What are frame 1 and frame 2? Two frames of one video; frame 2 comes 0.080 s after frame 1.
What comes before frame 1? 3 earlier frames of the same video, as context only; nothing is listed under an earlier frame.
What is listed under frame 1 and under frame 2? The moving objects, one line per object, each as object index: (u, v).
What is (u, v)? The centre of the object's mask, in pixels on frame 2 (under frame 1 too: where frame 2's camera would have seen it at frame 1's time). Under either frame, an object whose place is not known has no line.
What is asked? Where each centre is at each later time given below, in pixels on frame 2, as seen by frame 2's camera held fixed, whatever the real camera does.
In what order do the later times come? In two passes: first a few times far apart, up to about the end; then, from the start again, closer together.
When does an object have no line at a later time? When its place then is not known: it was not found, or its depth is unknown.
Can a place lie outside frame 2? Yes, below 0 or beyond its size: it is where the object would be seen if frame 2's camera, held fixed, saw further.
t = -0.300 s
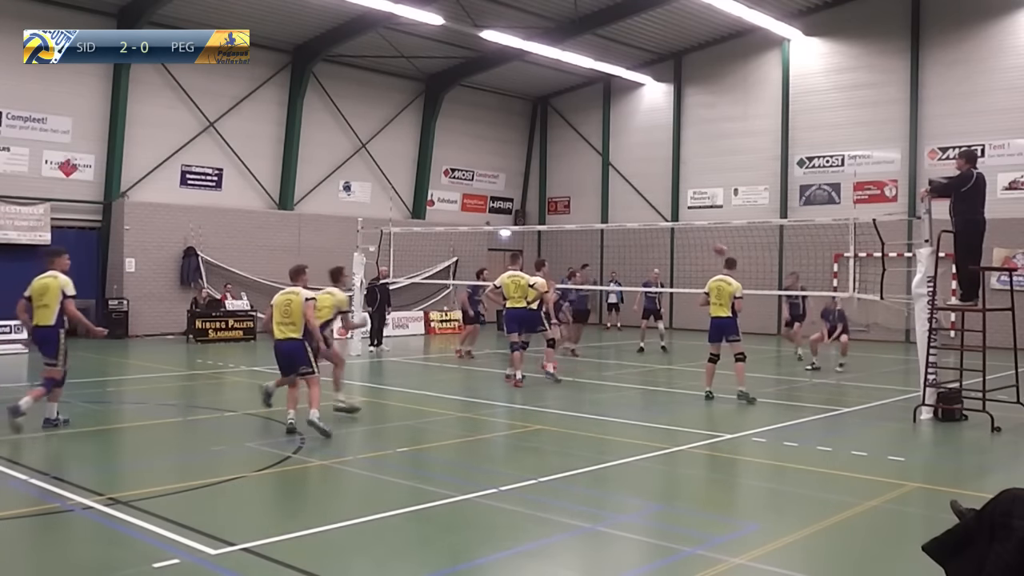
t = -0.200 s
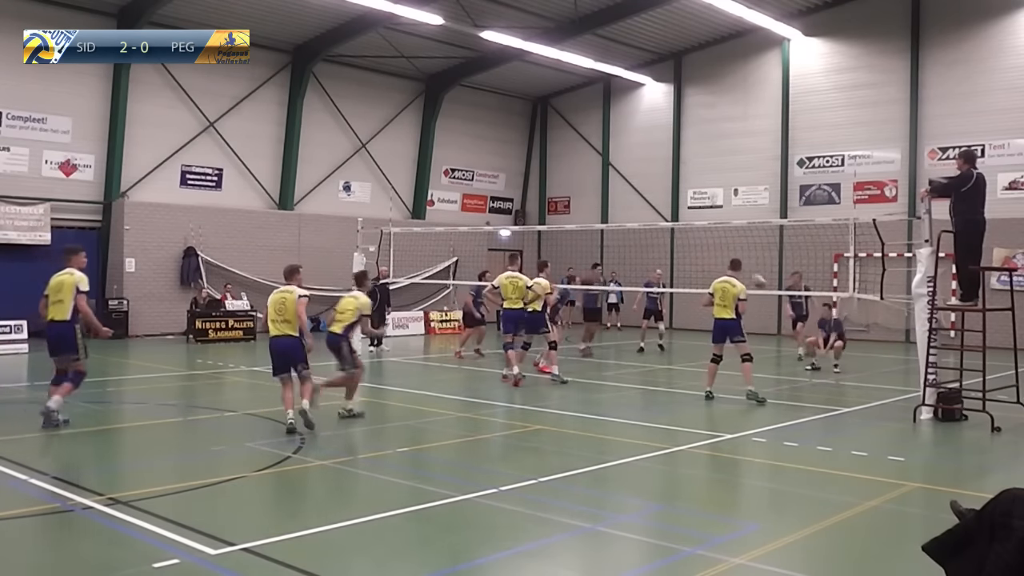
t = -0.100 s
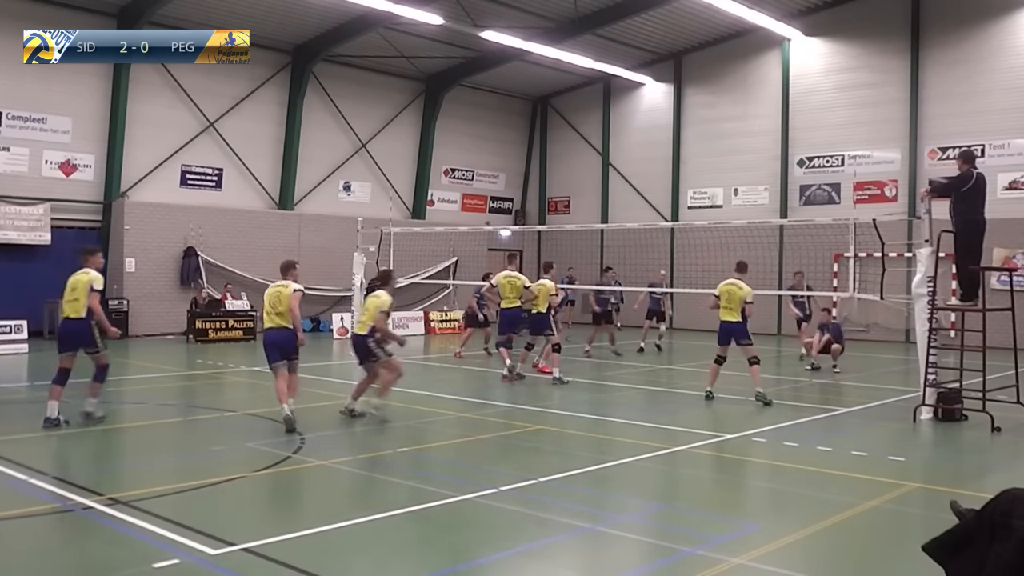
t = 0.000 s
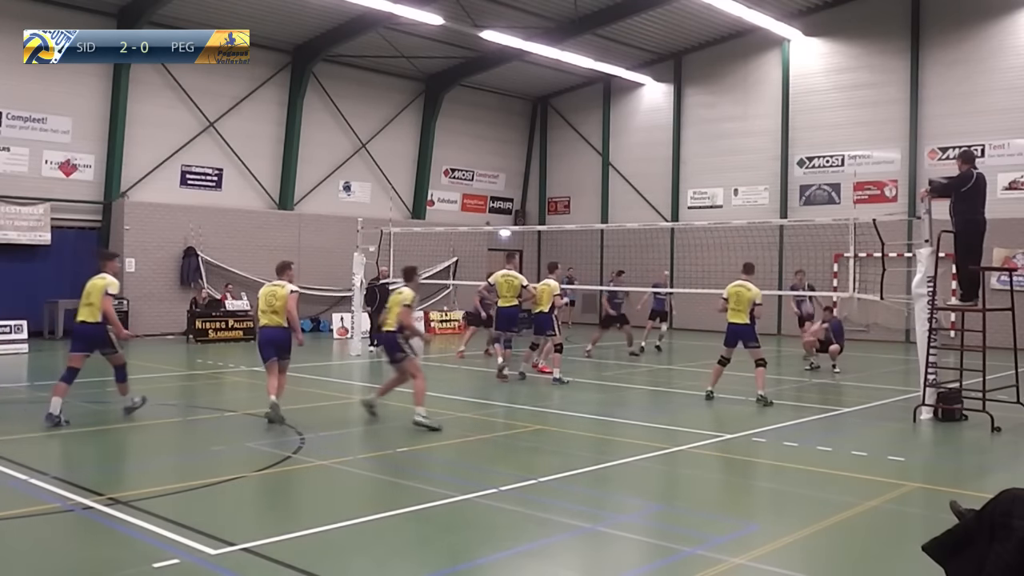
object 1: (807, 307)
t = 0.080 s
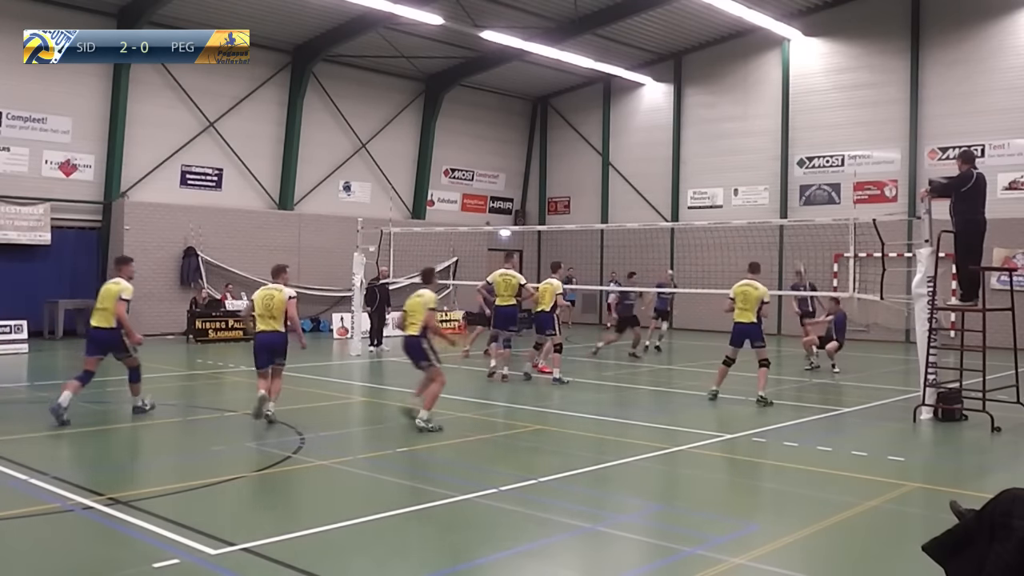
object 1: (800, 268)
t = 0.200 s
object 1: (784, 212)
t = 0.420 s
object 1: (762, 142)
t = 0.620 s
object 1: (743, 96)
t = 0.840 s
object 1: (720, 69)
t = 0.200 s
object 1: (784, 212)
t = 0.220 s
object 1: (783, 210)
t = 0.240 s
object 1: (782, 201)
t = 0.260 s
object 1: (780, 194)
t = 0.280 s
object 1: (777, 186)
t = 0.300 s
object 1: (774, 180)
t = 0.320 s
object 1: (773, 173)
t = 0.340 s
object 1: (771, 164)
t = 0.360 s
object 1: (769, 160)
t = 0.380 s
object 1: (766, 154)
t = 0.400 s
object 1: (764, 148)
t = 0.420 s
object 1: (762, 142)
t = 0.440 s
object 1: (760, 137)
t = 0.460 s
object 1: (758, 131)
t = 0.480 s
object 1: (756, 126)
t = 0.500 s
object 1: (754, 121)
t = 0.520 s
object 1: (752, 116)
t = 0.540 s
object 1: (750, 110)
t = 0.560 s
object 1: (748, 107)
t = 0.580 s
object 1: (746, 102)
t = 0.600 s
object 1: (744, 99)
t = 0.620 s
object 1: (743, 96)
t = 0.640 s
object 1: (740, 92)
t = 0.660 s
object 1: (737, 88)
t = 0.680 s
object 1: (735, 85)
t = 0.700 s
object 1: (734, 82)
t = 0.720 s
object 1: (733, 79)
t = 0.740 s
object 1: (730, 77)
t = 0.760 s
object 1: (727, 75)
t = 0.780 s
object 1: (726, 73)
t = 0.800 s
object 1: (724, 71)
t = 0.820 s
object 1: (723, 70)
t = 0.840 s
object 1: (720, 69)
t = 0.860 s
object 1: (718, 68)
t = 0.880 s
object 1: (715, 67)
